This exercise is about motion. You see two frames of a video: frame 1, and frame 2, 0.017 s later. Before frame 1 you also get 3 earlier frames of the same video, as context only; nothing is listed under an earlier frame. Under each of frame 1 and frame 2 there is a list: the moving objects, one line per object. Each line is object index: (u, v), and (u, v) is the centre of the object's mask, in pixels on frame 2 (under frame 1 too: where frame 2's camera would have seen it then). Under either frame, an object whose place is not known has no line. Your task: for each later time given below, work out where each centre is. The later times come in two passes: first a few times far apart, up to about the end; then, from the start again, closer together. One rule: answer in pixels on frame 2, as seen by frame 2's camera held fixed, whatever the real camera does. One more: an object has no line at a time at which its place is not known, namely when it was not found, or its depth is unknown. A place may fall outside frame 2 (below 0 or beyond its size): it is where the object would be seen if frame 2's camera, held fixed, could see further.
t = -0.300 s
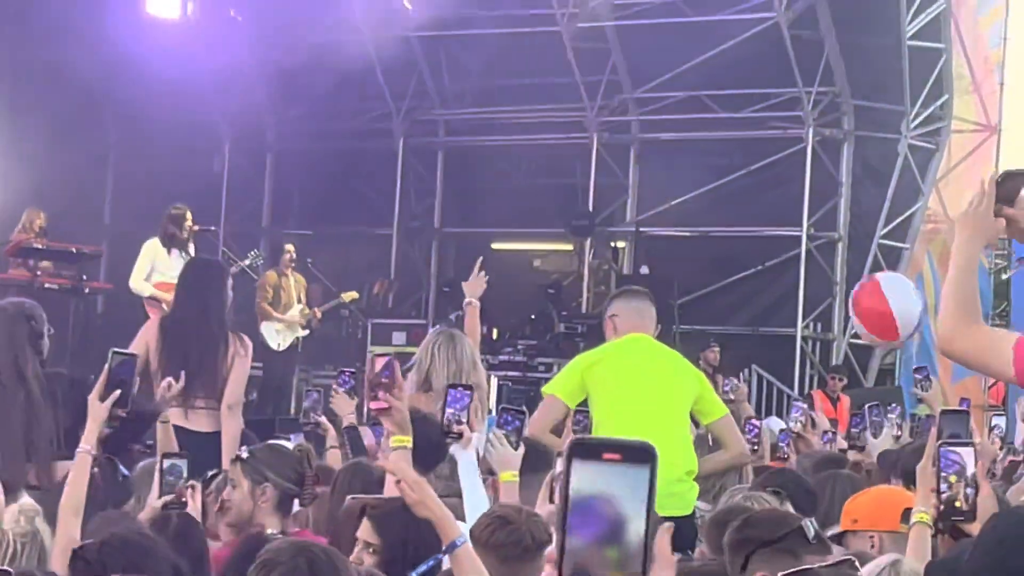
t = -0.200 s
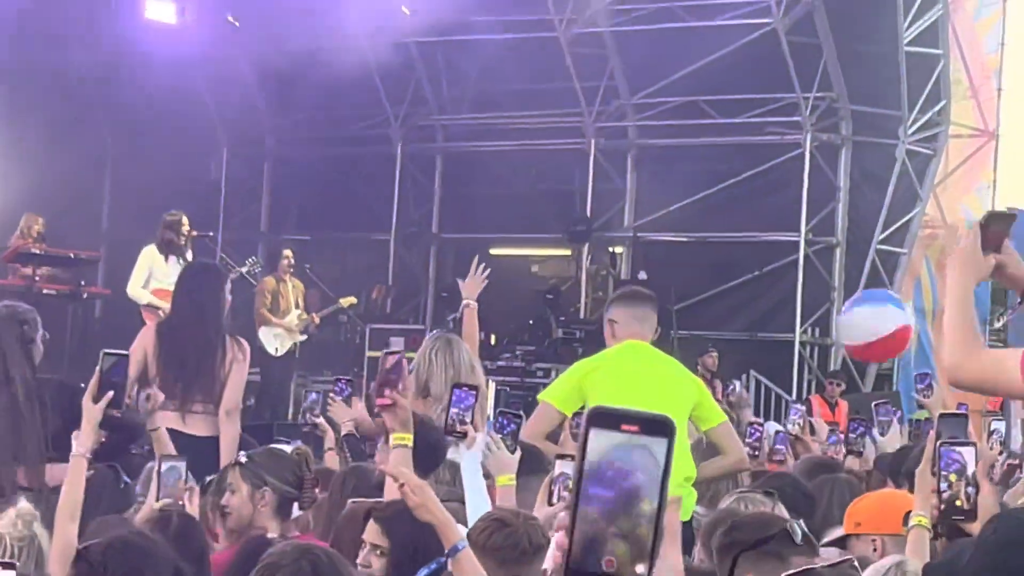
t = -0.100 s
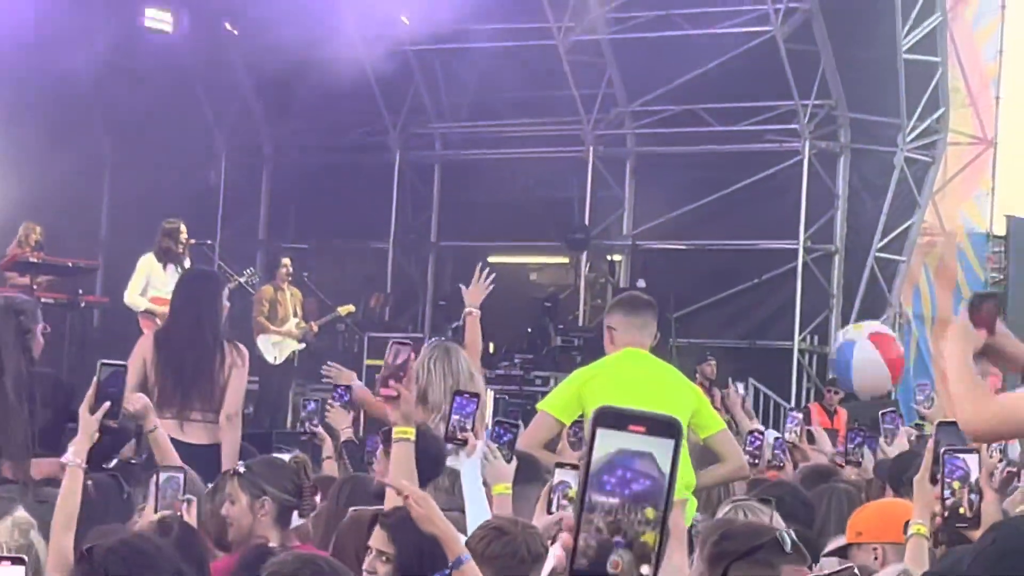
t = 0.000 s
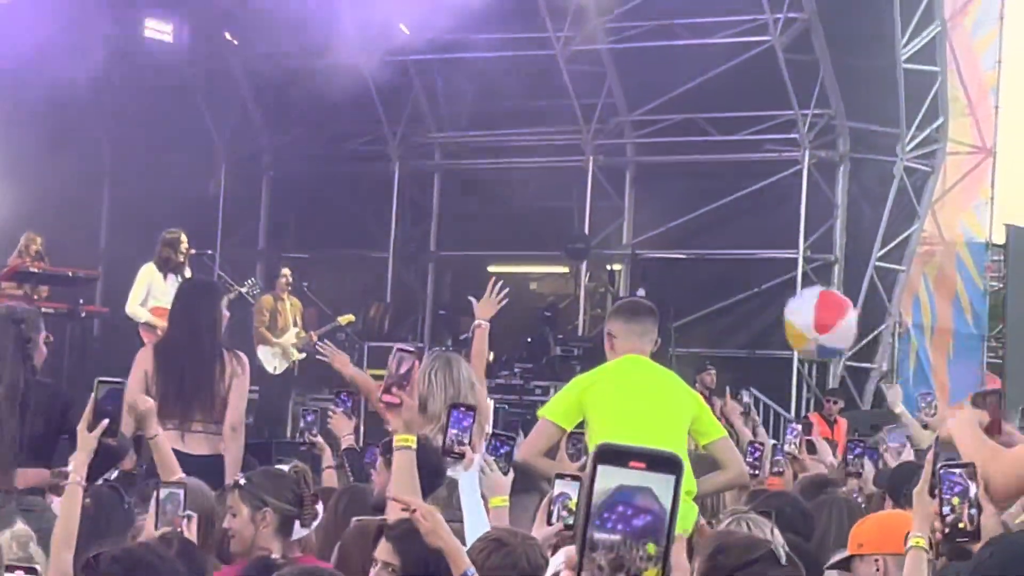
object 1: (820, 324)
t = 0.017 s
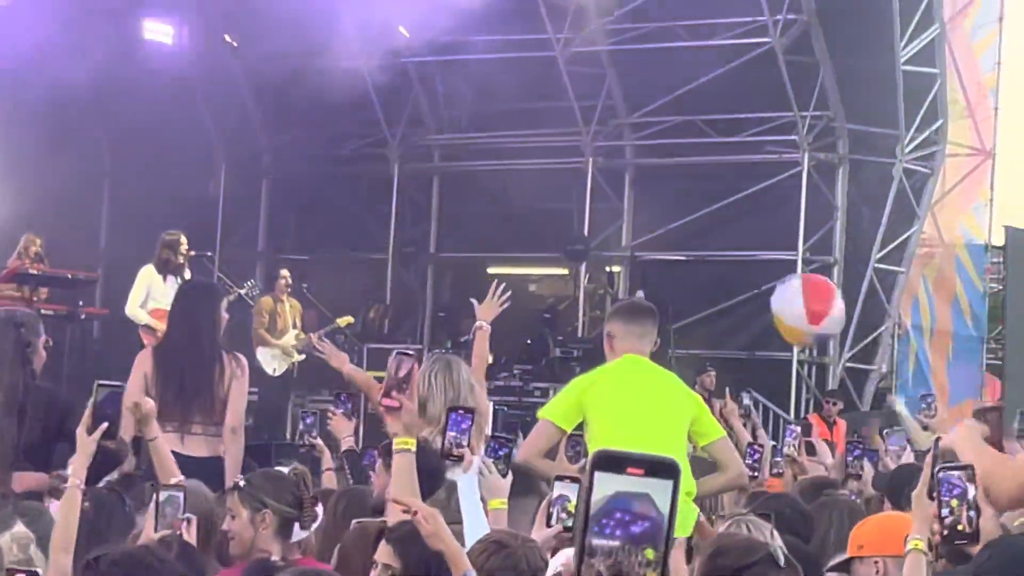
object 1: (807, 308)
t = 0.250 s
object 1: (650, 172)
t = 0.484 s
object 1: (500, 143)
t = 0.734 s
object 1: (350, 202)
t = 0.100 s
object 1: (750, 246)
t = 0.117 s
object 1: (739, 236)
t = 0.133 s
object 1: (728, 226)
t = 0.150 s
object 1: (717, 216)
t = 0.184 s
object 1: (695, 200)
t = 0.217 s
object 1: (673, 184)
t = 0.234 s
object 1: (663, 178)
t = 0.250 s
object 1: (650, 172)
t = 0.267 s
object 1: (639, 167)
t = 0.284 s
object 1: (628, 162)
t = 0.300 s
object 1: (618, 158)
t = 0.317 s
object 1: (607, 154)
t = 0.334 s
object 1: (596, 151)
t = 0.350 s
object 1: (585, 148)
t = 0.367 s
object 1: (574, 146)
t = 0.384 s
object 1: (564, 144)
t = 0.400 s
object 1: (552, 143)
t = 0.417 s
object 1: (542, 142)
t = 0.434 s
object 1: (531, 142)
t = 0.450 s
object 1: (521, 142)
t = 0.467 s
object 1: (511, 142)
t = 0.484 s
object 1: (500, 143)
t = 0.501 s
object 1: (490, 145)
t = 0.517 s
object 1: (480, 147)
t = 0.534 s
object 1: (470, 149)
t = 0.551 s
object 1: (460, 152)
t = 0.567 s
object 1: (450, 154)
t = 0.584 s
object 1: (440, 157)
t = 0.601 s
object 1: (430, 161)
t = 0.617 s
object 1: (419, 165)
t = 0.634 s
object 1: (410, 169)
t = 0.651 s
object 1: (400, 174)
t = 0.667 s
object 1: (390, 179)
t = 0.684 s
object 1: (379, 184)
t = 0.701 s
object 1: (369, 190)
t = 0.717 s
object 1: (360, 196)
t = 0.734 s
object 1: (350, 202)
